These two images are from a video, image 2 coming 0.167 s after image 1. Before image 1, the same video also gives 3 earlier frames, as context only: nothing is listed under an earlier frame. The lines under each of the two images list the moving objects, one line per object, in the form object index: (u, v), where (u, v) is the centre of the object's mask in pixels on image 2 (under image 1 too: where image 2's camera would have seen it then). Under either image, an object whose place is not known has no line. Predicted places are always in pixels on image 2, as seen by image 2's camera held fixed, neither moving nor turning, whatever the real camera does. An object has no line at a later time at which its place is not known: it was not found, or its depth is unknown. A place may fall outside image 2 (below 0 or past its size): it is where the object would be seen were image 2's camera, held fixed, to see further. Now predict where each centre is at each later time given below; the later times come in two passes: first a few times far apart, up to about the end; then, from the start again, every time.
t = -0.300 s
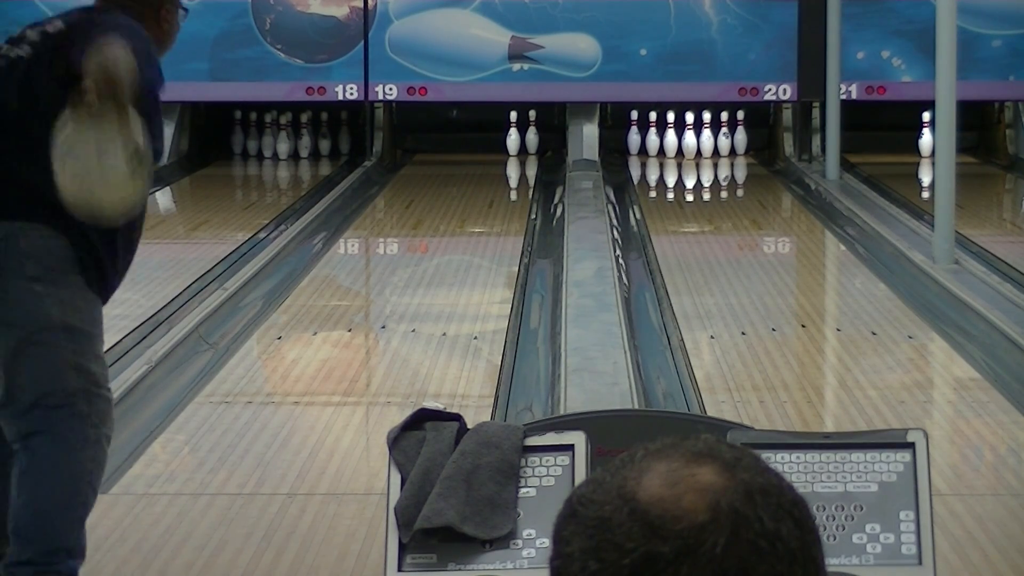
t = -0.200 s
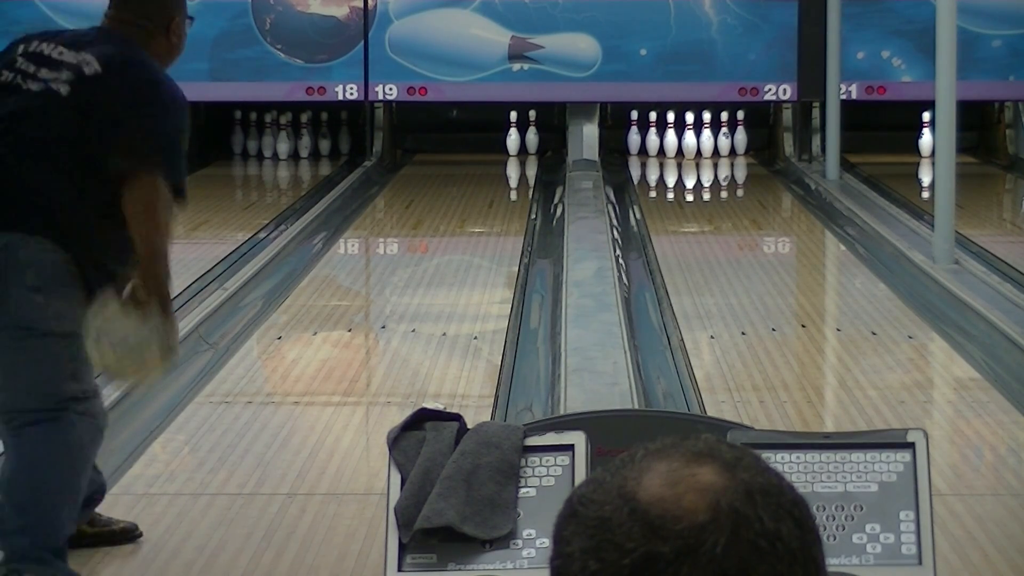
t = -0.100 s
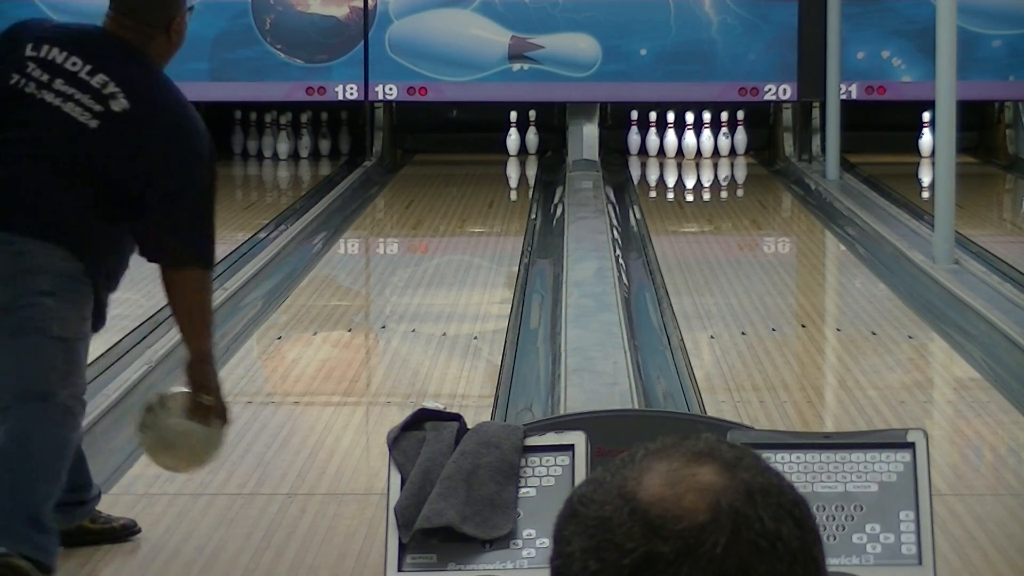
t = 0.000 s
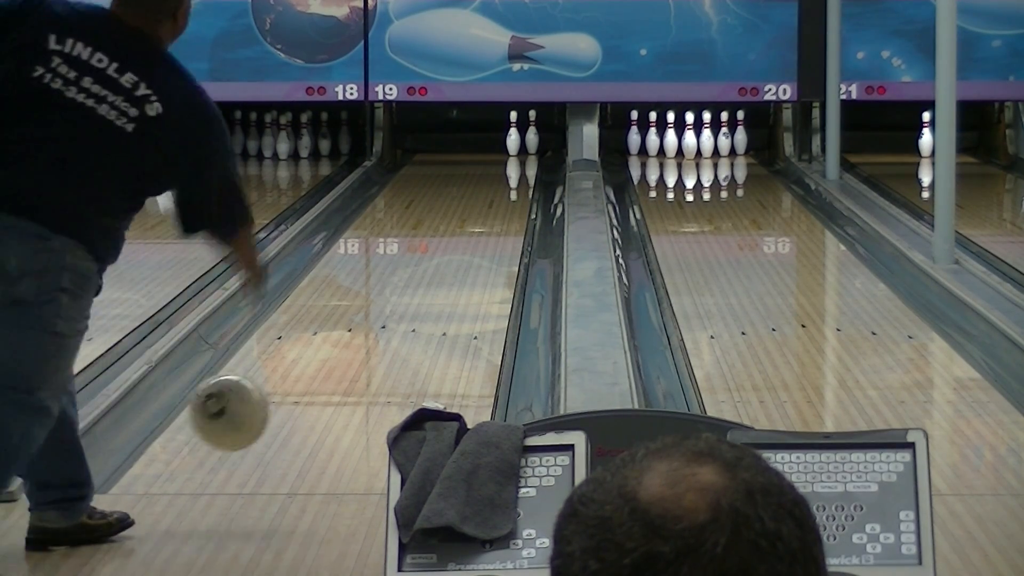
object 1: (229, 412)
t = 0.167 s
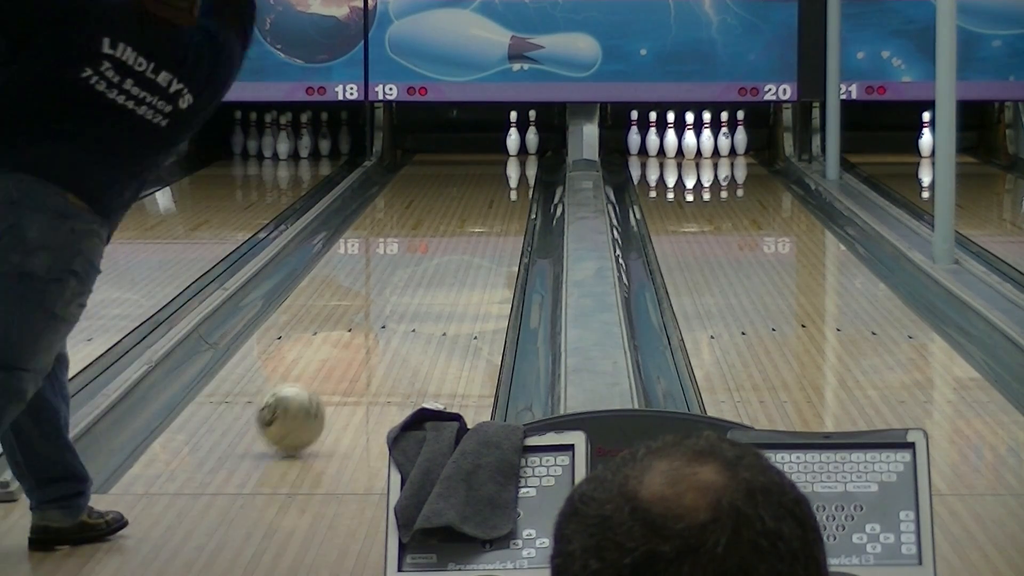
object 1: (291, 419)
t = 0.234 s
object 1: (310, 391)
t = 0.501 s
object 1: (372, 332)
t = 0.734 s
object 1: (410, 291)
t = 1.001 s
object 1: (444, 252)
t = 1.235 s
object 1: (465, 225)
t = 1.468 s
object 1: (483, 203)
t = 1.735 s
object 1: (498, 183)
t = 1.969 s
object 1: (508, 169)
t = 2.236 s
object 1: (514, 155)
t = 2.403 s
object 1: (515, 148)
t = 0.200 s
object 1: (301, 403)
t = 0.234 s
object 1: (310, 391)
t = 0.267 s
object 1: (319, 383)
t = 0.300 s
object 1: (327, 379)
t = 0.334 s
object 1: (336, 371)
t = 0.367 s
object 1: (343, 363)
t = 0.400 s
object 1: (351, 354)
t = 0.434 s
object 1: (358, 347)
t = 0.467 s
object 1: (365, 339)
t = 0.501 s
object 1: (372, 332)
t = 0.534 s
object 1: (377, 325)
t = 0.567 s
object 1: (383, 319)
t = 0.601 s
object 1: (390, 312)
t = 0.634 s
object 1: (395, 306)
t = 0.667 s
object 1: (399, 301)
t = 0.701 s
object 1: (405, 296)
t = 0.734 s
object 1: (410, 291)
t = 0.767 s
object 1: (415, 285)
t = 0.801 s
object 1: (419, 280)
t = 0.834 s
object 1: (423, 275)
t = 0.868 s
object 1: (427, 270)
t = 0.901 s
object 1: (431, 265)
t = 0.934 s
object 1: (435, 261)
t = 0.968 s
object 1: (439, 256)
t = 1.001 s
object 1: (444, 252)
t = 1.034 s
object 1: (446, 247)
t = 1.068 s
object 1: (450, 244)
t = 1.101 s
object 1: (453, 240)
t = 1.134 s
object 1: (456, 236)
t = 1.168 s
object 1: (459, 232)
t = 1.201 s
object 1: (462, 229)
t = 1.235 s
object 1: (465, 225)
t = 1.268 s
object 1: (468, 222)
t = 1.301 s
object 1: (471, 219)
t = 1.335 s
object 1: (474, 216)
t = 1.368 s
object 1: (476, 212)
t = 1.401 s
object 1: (479, 209)
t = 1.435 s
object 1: (481, 207)
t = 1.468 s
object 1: (483, 203)
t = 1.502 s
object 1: (486, 201)
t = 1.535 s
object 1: (487, 198)
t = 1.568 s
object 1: (489, 196)
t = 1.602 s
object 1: (492, 193)
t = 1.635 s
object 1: (493, 190)
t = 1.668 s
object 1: (495, 188)
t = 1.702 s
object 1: (497, 185)
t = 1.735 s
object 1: (498, 183)
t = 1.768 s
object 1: (500, 181)
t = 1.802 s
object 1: (501, 179)
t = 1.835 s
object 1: (502, 176)
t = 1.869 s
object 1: (504, 174)
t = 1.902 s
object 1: (505, 172)
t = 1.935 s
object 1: (507, 171)
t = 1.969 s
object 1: (508, 169)
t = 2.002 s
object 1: (509, 167)
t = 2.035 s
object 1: (510, 165)
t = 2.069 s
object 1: (511, 164)
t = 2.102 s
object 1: (512, 162)
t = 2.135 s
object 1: (512, 160)
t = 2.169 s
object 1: (513, 158)
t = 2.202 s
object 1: (514, 157)
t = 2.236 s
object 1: (514, 155)
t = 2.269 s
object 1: (514, 154)
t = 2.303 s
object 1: (515, 152)
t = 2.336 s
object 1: (515, 151)
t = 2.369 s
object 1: (515, 149)
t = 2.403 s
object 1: (515, 148)
